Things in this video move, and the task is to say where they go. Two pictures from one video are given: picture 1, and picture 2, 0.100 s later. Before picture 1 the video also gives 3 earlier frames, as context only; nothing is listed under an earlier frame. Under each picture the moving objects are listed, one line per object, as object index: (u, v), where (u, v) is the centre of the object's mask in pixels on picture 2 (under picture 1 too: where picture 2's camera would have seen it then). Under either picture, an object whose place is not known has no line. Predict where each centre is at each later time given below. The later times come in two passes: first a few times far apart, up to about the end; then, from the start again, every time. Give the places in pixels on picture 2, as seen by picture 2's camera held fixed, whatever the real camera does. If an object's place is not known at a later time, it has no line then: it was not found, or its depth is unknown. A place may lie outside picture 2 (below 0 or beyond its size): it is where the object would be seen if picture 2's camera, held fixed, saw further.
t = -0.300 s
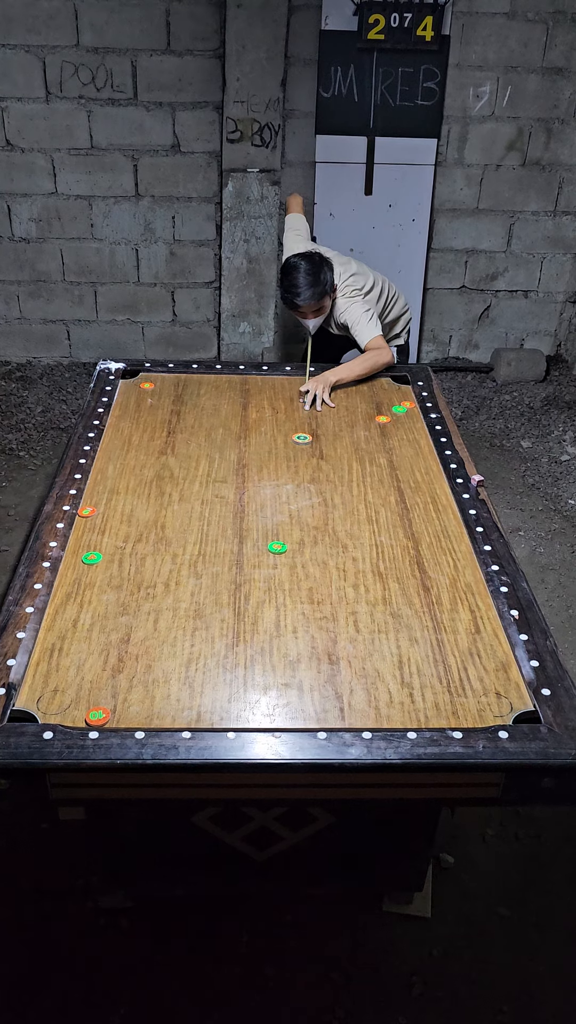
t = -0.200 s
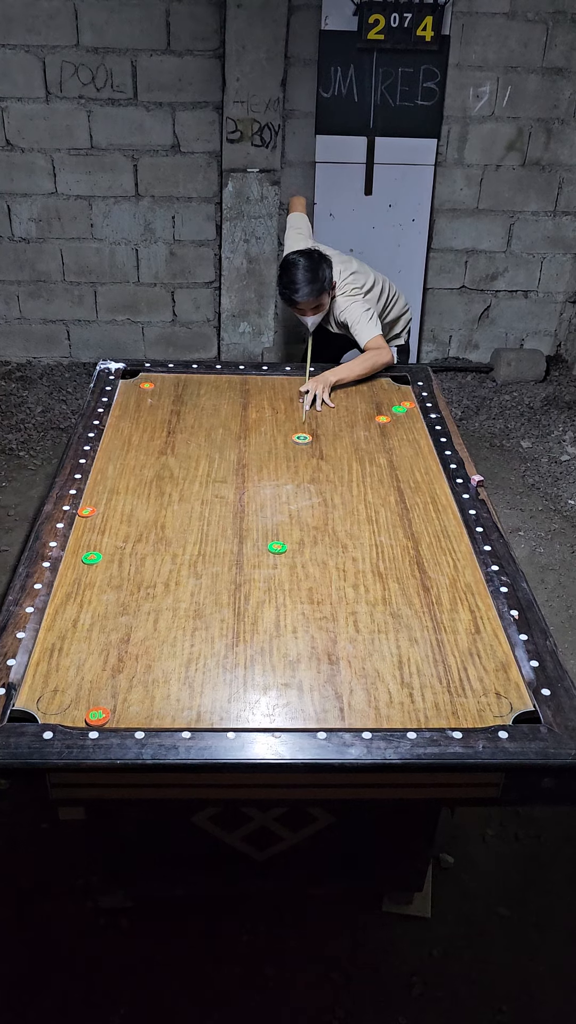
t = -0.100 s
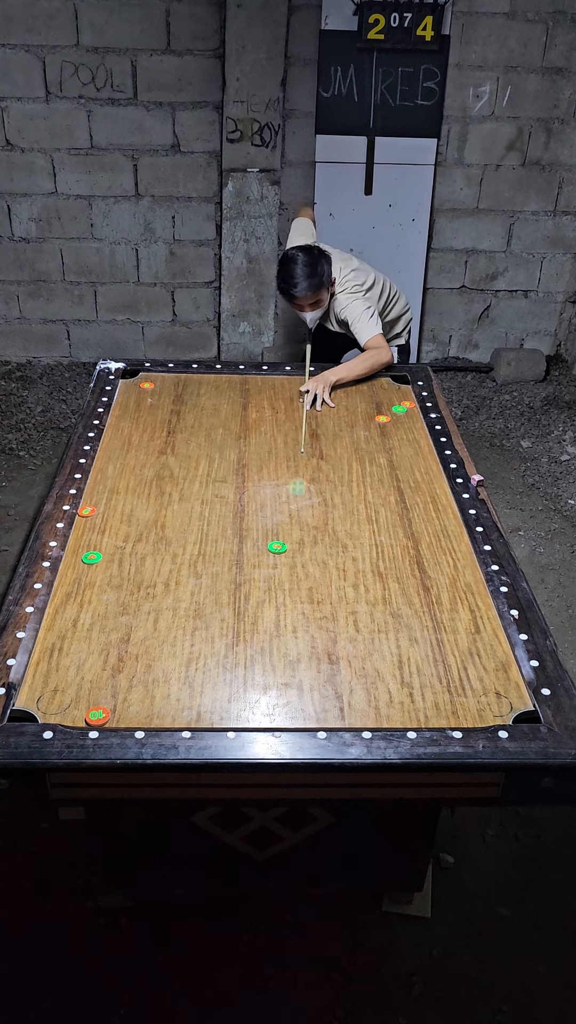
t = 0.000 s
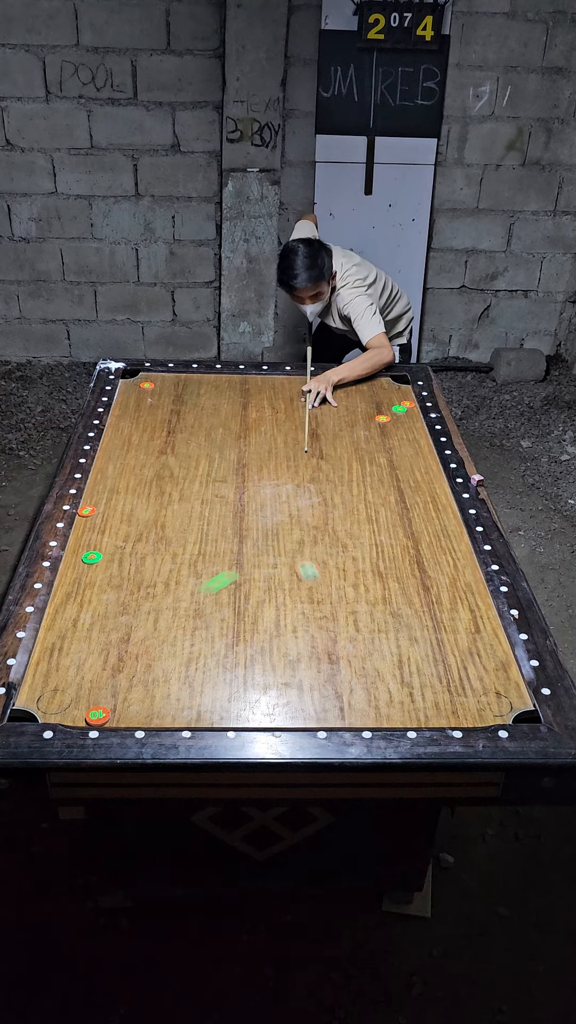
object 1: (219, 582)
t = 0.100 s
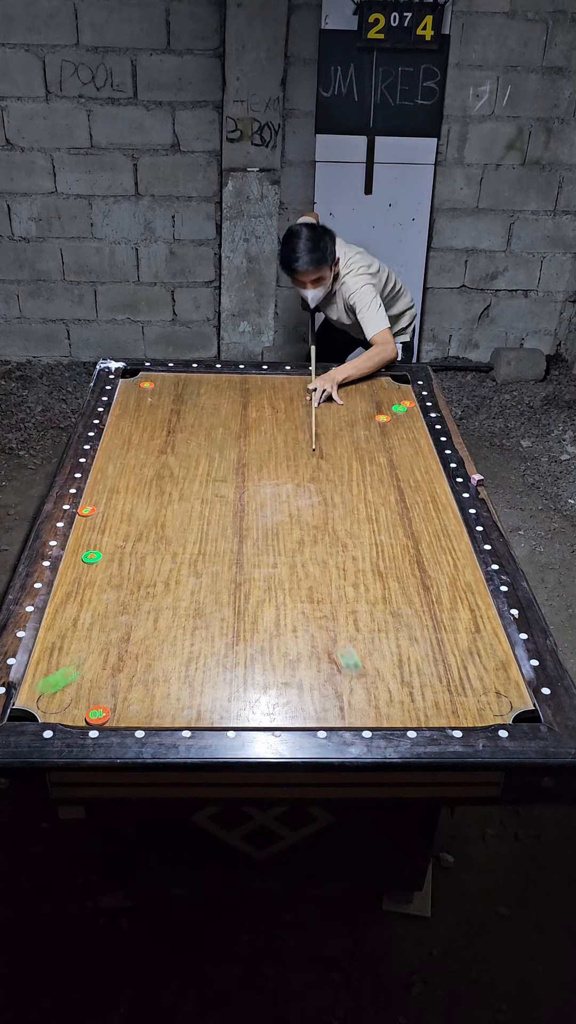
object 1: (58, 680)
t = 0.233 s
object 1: (156, 662)
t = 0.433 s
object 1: (330, 569)
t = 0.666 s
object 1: (424, 492)
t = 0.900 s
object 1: (320, 432)
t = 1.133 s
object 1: (244, 389)
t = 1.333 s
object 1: (186, 385)
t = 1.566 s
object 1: (121, 405)
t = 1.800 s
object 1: (153, 427)
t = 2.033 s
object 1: (177, 445)
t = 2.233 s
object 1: (192, 457)
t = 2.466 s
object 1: (202, 465)
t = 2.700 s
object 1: (204, 468)
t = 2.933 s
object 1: (204, 468)
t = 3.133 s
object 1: (204, 468)
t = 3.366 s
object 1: (204, 468)
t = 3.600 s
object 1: (204, 468)
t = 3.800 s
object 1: (204, 468)
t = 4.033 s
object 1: (204, 468)
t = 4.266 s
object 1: (204, 468)
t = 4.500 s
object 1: (204, 468)
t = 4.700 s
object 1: (204, 468)
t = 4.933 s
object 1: (204, 468)
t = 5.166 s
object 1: (204, 468)
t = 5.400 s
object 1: (204, 468)
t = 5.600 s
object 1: (204, 468)
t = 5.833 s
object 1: (204, 468)
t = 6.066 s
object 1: (204, 468)
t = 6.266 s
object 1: (204, 468)
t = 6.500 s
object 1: (204, 468)
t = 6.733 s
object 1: (204, 468)
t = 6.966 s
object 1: (204, 468)
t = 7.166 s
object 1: (204, 468)
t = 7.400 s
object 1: (204, 468)
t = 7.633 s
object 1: (204, 468)
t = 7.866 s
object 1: (204, 468)
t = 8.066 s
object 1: (204, 468)
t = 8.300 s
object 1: (204, 468)
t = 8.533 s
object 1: (204, 468)
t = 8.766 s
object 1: (204, 468)
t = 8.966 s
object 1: (204, 468)
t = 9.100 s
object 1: (204, 468)
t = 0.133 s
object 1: (42, 712)
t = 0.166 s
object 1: (81, 702)
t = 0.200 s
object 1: (121, 681)
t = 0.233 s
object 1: (156, 662)
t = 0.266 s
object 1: (190, 644)
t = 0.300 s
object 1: (222, 627)
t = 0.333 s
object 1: (252, 611)
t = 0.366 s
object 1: (279, 597)
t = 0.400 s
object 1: (306, 583)
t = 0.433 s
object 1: (330, 569)
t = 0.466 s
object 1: (353, 557)
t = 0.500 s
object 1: (376, 545)
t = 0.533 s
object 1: (397, 534)
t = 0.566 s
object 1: (416, 523)
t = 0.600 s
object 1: (435, 512)
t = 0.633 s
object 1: (442, 502)
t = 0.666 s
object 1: (424, 492)
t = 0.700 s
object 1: (407, 482)
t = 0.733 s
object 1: (391, 473)
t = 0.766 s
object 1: (376, 464)
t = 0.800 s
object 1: (361, 456)
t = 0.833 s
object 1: (347, 447)
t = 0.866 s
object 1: (333, 440)
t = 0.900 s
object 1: (320, 432)
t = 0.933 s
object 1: (308, 425)
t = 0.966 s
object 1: (296, 419)
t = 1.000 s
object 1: (284, 412)
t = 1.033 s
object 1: (273, 406)
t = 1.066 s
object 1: (263, 400)
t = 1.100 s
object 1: (253, 394)
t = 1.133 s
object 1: (244, 389)
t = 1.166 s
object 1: (235, 384)
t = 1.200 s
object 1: (226, 379)
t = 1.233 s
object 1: (217, 377)
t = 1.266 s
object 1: (206, 380)
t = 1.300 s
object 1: (196, 383)
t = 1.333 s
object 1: (186, 385)
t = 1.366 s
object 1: (176, 388)
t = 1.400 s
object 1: (166, 391)
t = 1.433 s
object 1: (155, 394)
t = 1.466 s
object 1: (145, 397)
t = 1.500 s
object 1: (136, 400)
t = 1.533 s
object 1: (126, 402)
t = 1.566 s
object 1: (121, 405)
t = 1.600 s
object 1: (126, 409)
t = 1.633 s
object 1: (131, 412)
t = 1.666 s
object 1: (136, 415)
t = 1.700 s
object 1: (140, 418)
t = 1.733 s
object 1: (145, 421)
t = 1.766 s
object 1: (149, 424)
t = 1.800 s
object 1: (153, 427)
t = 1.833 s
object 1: (157, 430)
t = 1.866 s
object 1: (161, 433)
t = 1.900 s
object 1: (165, 435)
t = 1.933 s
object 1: (168, 438)
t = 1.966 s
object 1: (171, 440)
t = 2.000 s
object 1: (174, 442)
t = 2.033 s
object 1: (177, 445)
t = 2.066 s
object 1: (180, 447)
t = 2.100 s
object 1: (183, 449)
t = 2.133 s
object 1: (185, 451)
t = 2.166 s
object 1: (188, 453)
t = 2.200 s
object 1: (190, 455)
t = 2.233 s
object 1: (192, 457)
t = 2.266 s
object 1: (194, 458)
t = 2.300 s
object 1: (195, 460)
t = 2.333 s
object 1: (197, 461)
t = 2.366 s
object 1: (199, 462)
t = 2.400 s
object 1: (200, 464)
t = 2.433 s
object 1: (201, 465)
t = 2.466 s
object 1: (202, 465)
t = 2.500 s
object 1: (203, 466)
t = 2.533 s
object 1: (203, 467)
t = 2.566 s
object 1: (203, 467)
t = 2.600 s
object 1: (204, 468)
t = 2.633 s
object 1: (204, 468)
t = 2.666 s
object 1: (204, 468)
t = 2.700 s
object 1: (204, 468)
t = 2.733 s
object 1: (204, 468)
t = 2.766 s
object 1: (204, 468)
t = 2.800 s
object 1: (204, 468)
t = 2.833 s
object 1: (204, 468)
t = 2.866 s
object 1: (204, 468)
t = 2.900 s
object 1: (204, 468)
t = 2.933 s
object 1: (204, 468)
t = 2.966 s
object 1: (204, 468)
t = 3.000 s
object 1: (204, 468)
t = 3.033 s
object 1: (204, 468)
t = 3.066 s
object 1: (204, 468)
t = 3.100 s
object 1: (204, 468)
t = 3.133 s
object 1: (204, 468)
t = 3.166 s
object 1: (204, 468)
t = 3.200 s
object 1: (204, 468)
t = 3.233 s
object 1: (204, 468)
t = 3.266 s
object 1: (204, 468)
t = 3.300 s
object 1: (204, 468)
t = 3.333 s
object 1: (204, 468)
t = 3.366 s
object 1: (204, 468)
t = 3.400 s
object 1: (204, 468)
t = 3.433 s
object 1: (204, 468)
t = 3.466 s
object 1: (204, 468)
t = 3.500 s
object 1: (204, 468)
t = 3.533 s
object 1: (204, 468)
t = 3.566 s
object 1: (204, 468)
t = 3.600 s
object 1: (204, 468)
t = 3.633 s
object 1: (204, 468)
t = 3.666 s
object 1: (204, 468)
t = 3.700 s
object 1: (204, 468)
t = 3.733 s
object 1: (204, 468)
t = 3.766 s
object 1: (204, 468)
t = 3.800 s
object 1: (204, 468)
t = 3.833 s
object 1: (204, 468)
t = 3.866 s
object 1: (204, 468)
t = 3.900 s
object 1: (204, 468)
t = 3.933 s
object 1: (204, 468)
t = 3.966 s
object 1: (204, 468)
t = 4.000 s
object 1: (204, 468)
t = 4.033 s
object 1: (204, 468)
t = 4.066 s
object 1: (204, 468)
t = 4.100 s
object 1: (204, 468)
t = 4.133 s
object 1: (204, 468)
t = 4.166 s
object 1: (204, 468)
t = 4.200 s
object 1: (204, 468)
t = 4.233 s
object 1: (204, 468)
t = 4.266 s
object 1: (204, 468)
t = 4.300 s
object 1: (204, 468)
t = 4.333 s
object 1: (204, 468)
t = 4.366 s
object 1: (204, 468)
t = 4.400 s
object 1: (204, 468)
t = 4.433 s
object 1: (204, 468)
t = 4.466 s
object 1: (204, 468)
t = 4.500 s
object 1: (204, 468)
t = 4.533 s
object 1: (204, 468)
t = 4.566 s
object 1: (204, 468)
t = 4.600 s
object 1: (204, 468)
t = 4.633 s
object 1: (204, 468)
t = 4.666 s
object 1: (204, 468)
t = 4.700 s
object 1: (204, 468)
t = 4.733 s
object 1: (204, 468)
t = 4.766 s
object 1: (204, 468)
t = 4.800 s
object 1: (204, 468)
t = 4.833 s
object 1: (204, 468)
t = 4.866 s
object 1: (204, 468)
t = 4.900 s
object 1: (204, 468)
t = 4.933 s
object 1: (204, 468)
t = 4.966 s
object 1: (204, 468)
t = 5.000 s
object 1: (204, 468)
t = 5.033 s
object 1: (204, 468)
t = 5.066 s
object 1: (204, 468)
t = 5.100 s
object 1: (204, 468)
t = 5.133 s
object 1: (204, 468)
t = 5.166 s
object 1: (204, 468)
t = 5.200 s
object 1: (204, 468)
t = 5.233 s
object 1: (204, 468)
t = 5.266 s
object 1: (204, 468)
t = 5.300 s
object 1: (204, 468)
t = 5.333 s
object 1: (204, 468)
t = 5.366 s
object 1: (204, 468)
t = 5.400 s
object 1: (204, 468)
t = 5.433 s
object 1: (204, 468)
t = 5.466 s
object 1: (204, 468)
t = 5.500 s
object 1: (204, 468)
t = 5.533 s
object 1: (204, 468)
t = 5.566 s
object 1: (204, 468)
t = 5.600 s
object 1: (204, 468)
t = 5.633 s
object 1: (204, 468)
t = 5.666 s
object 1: (204, 468)
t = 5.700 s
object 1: (204, 468)
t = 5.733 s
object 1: (204, 468)
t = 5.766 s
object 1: (204, 468)
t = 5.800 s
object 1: (204, 468)
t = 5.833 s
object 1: (204, 468)
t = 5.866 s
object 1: (204, 468)
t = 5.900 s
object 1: (204, 468)
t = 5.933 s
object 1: (204, 468)
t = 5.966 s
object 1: (204, 468)
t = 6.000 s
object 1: (204, 468)
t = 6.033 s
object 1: (204, 468)
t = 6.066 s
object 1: (204, 468)
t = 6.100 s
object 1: (204, 468)
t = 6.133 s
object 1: (204, 468)
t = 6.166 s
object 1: (204, 468)
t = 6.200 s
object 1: (204, 468)
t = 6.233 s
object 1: (204, 468)
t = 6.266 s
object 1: (204, 468)
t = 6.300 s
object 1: (204, 468)
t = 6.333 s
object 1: (204, 468)
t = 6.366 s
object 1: (204, 468)
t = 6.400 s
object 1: (204, 468)
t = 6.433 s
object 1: (204, 468)
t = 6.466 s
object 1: (204, 468)
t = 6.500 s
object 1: (204, 468)
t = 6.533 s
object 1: (204, 468)
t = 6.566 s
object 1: (204, 468)
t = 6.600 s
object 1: (204, 468)
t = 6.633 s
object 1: (204, 468)
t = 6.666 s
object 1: (204, 468)
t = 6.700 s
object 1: (204, 468)
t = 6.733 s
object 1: (204, 468)
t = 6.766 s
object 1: (204, 468)
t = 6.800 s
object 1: (204, 468)
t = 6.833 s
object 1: (204, 468)
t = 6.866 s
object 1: (204, 468)
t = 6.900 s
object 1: (204, 468)
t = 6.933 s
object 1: (204, 468)
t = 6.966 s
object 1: (204, 468)
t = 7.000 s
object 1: (204, 468)
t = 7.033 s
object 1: (204, 468)
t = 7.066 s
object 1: (204, 468)
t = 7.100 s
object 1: (204, 468)
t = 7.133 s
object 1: (204, 468)
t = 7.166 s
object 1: (204, 468)
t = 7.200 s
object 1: (204, 468)
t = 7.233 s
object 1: (204, 468)
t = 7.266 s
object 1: (204, 468)
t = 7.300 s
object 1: (204, 468)
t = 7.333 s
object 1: (204, 468)
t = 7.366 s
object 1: (204, 468)
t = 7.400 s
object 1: (204, 468)
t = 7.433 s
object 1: (204, 468)
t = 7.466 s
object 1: (204, 468)
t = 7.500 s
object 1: (204, 468)
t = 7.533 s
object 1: (204, 468)
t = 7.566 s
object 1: (204, 468)
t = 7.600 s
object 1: (204, 468)
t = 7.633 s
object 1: (204, 468)
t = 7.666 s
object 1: (204, 468)
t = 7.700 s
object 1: (204, 468)
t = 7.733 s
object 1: (204, 468)
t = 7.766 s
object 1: (204, 468)
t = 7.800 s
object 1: (204, 468)
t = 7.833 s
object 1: (204, 468)
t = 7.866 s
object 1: (204, 468)
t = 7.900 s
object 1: (204, 468)
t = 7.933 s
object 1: (204, 468)
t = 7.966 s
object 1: (204, 468)
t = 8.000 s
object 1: (204, 468)
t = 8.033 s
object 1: (204, 468)
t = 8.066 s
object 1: (204, 468)
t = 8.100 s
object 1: (204, 468)
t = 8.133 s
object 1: (204, 468)
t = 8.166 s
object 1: (204, 468)
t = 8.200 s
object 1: (204, 468)
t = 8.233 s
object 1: (204, 468)
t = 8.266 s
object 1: (204, 468)
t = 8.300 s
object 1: (204, 468)
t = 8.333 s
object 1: (204, 468)
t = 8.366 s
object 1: (204, 468)
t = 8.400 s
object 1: (204, 468)
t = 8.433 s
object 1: (204, 468)
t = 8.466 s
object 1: (204, 468)
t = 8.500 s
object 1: (204, 468)
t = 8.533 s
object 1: (204, 468)
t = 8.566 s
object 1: (204, 468)
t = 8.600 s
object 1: (204, 468)
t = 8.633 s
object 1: (204, 468)
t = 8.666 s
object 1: (204, 468)
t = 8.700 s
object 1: (204, 468)
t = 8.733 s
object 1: (204, 468)
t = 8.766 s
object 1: (204, 468)
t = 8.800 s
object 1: (204, 468)
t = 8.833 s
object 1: (204, 468)
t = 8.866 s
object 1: (204, 468)
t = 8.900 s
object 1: (204, 468)
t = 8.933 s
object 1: (204, 468)
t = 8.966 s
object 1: (204, 468)
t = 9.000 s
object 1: (204, 468)
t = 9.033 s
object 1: (204, 468)
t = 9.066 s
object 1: (204, 468)
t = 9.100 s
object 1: (204, 468)
